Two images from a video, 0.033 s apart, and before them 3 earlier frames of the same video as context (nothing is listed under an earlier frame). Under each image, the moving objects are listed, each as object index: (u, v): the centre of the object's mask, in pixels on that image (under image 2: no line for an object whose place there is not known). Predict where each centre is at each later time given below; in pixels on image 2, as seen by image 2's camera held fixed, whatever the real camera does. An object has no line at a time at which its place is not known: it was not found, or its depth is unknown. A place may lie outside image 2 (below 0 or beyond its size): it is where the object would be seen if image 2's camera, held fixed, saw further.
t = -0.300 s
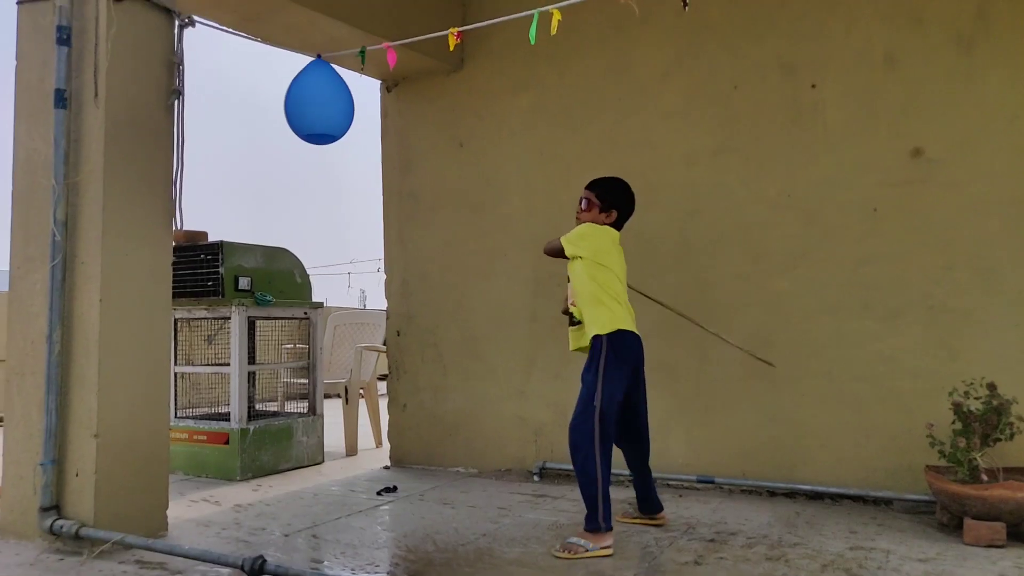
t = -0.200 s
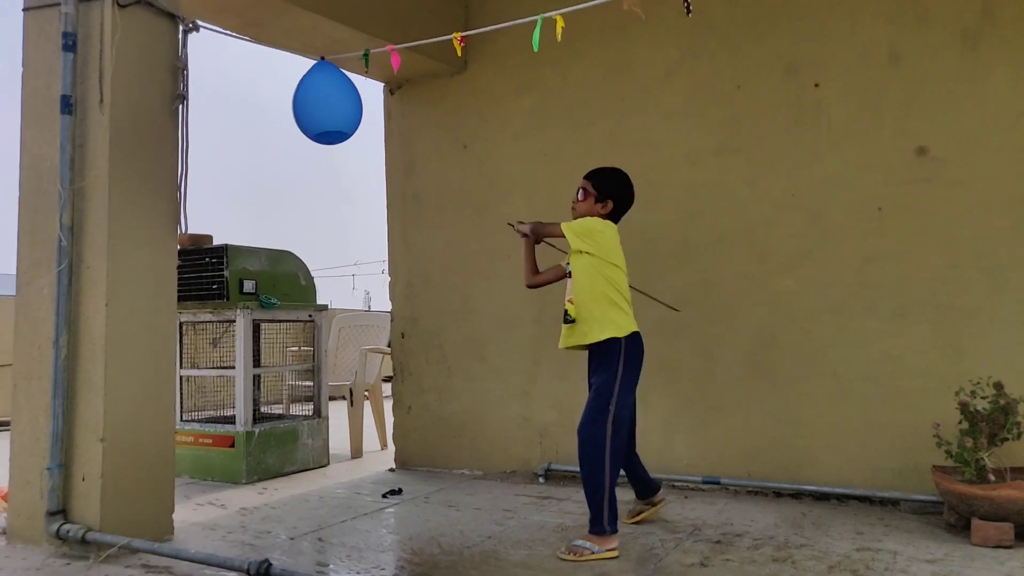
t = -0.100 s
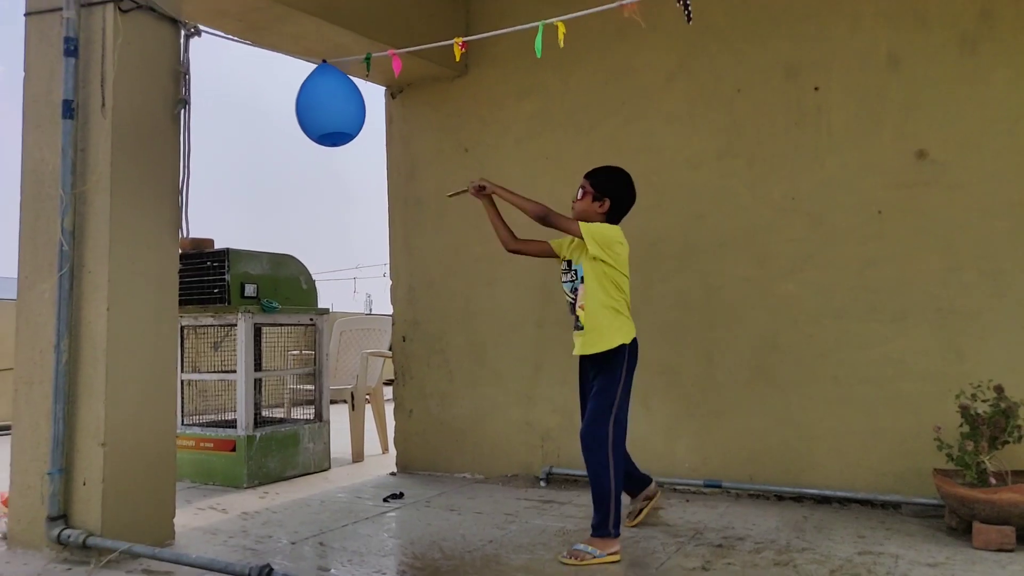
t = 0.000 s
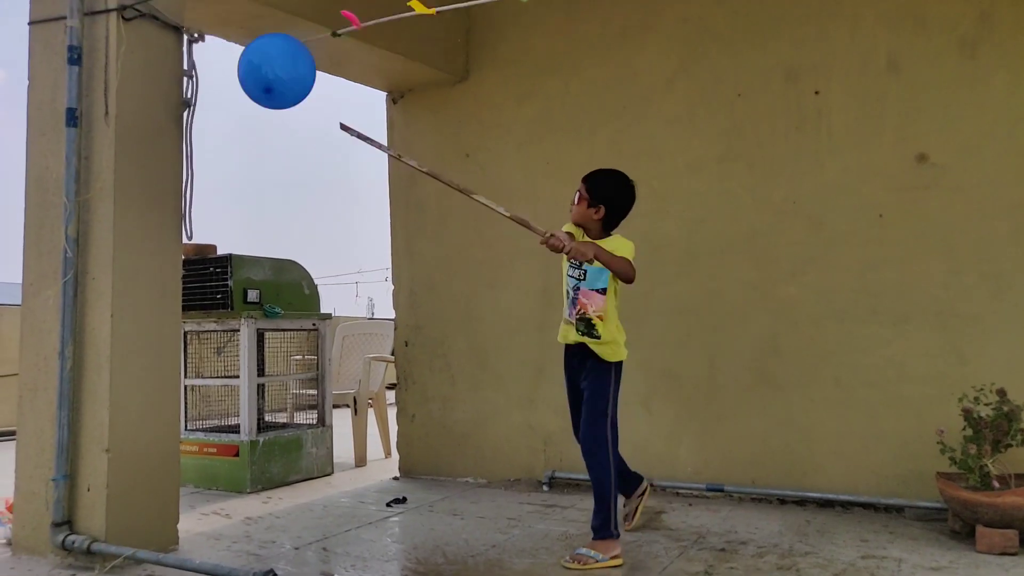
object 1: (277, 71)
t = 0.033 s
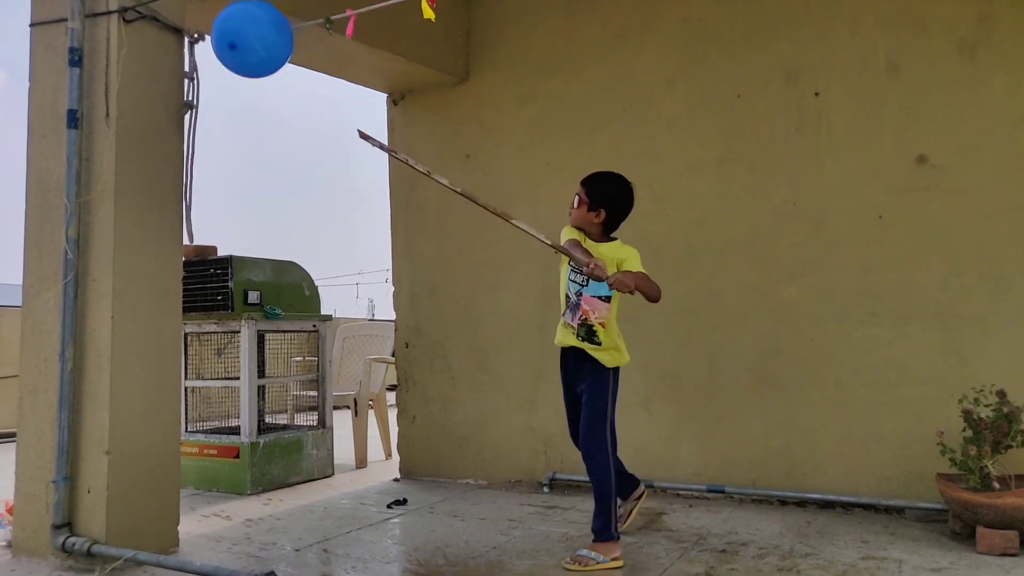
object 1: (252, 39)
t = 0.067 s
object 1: (236, 19)
